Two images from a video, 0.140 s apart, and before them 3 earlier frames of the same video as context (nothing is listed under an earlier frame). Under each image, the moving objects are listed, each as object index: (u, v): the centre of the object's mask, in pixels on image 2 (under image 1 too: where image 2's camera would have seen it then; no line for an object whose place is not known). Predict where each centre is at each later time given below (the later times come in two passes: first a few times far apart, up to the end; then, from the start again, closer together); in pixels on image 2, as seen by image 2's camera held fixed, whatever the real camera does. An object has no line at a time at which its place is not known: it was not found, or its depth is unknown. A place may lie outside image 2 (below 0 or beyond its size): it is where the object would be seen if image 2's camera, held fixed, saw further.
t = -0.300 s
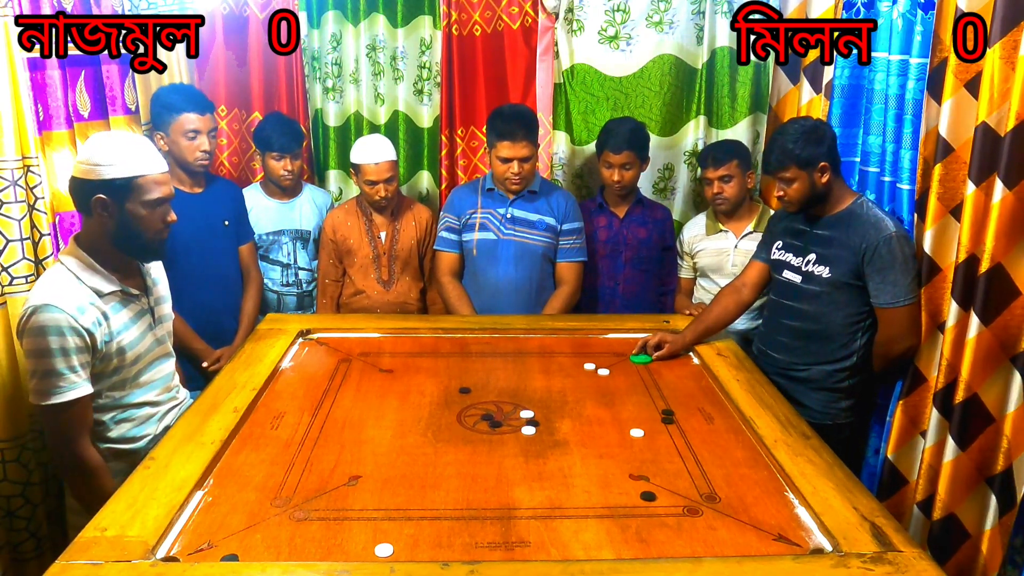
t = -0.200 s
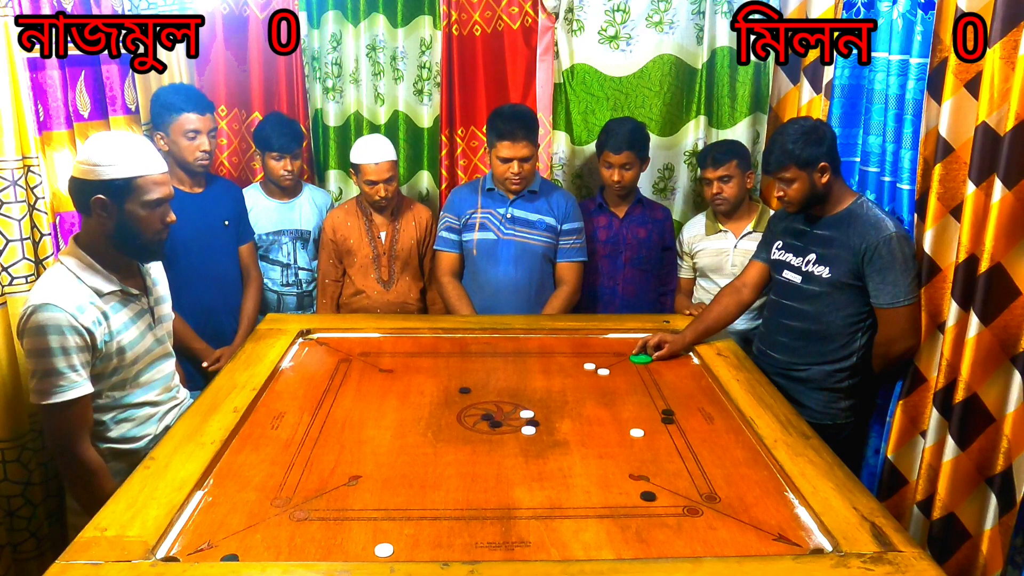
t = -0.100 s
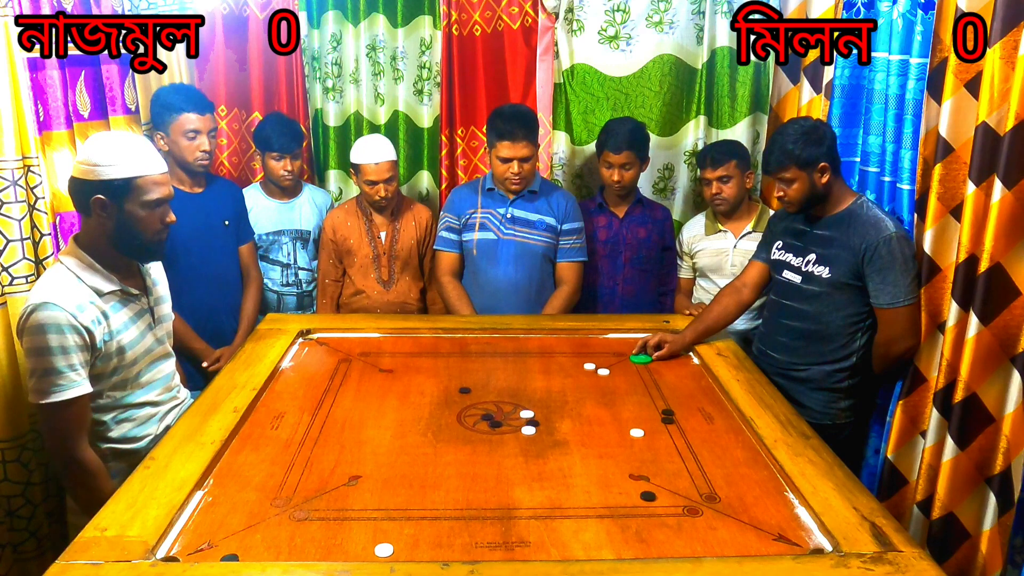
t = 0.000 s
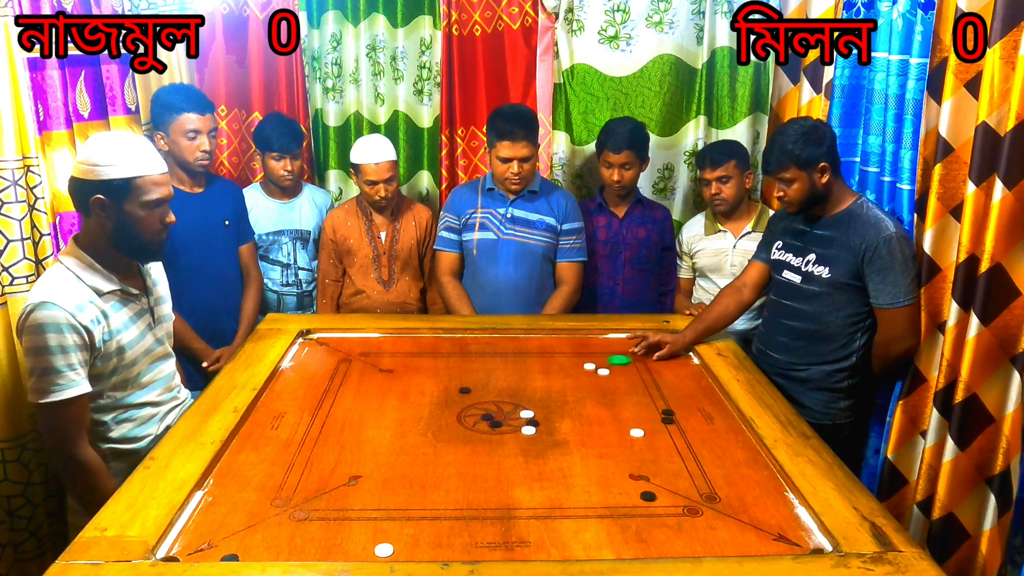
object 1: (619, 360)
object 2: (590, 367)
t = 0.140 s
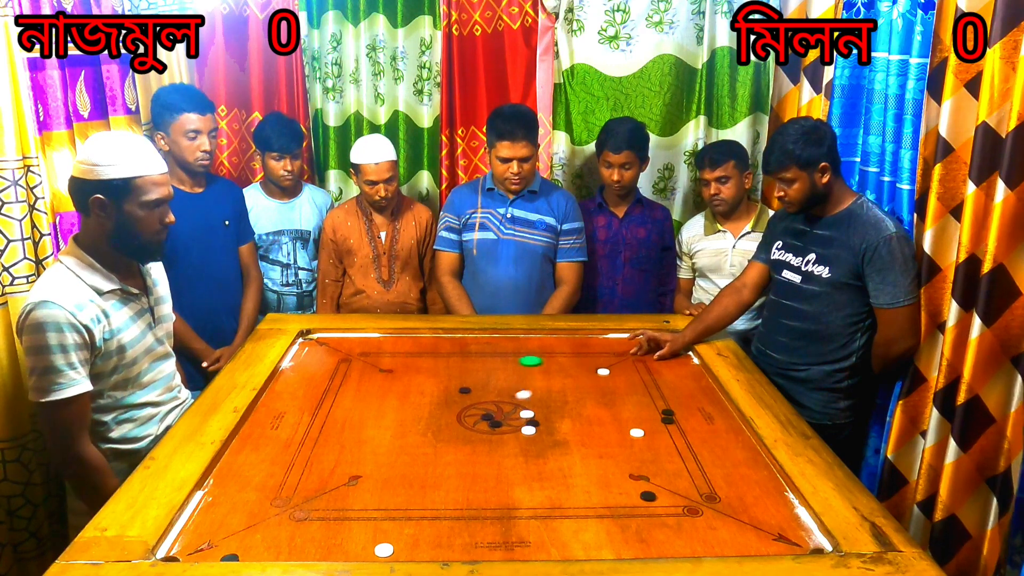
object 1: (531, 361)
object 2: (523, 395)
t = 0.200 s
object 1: (495, 361)
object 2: (484, 411)
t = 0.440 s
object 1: (368, 361)
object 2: (300, 436)
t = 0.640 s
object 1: (296, 361)
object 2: (290, 448)
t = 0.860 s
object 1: (297, 361)
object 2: (365, 455)
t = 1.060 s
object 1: (297, 361)
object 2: (409, 460)
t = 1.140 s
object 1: (297, 361)
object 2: (420, 462)
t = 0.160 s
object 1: (518, 361)
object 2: (511, 400)
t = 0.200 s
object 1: (495, 361)
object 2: (484, 411)
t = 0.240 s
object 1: (473, 361)
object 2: (454, 416)
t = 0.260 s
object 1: (462, 361)
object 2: (439, 417)
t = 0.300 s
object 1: (440, 361)
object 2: (408, 422)
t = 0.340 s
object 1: (419, 361)
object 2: (378, 425)
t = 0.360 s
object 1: (408, 361)
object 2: (362, 427)
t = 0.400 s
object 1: (387, 361)
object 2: (331, 432)
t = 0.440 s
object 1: (368, 361)
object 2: (300, 436)
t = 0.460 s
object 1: (358, 361)
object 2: (284, 438)
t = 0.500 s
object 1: (339, 361)
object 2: (254, 442)
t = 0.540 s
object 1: (321, 361)
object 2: (246, 444)
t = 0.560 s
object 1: (311, 361)
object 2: (255, 445)
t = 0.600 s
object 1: (295, 361)
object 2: (273, 447)
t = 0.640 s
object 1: (296, 361)
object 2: (290, 448)
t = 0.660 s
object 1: (297, 361)
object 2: (298, 449)
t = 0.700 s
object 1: (297, 361)
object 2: (313, 450)
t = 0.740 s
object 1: (297, 361)
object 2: (327, 451)
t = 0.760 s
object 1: (297, 361)
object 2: (334, 452)
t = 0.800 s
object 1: (297, 361)
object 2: (347, 453)
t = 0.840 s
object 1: (297, 361)
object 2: (359, 454)
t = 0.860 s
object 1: (297, 361)
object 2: (365, 455)
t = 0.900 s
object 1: (297, 361)
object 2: (376, 456)
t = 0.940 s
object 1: (297, 361)
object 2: (386, 457)
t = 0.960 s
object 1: (297, 361)
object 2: (390, 458)
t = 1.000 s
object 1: (297, 361)
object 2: (399, 459)
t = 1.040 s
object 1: (297, 361)
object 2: (406, 460)
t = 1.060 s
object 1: (297, 361)
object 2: (409, 460)
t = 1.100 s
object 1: (297, 361)
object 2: (415, 461)
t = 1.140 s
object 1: (297, 361)
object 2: (420, 462)
